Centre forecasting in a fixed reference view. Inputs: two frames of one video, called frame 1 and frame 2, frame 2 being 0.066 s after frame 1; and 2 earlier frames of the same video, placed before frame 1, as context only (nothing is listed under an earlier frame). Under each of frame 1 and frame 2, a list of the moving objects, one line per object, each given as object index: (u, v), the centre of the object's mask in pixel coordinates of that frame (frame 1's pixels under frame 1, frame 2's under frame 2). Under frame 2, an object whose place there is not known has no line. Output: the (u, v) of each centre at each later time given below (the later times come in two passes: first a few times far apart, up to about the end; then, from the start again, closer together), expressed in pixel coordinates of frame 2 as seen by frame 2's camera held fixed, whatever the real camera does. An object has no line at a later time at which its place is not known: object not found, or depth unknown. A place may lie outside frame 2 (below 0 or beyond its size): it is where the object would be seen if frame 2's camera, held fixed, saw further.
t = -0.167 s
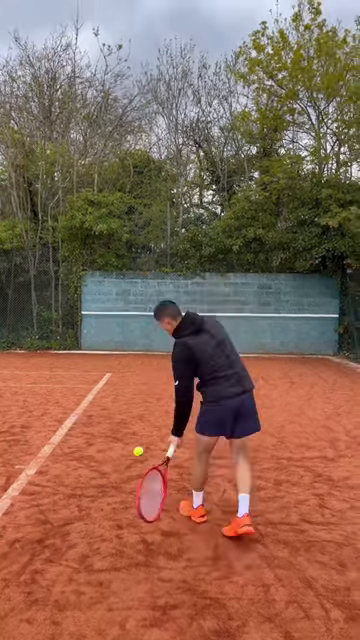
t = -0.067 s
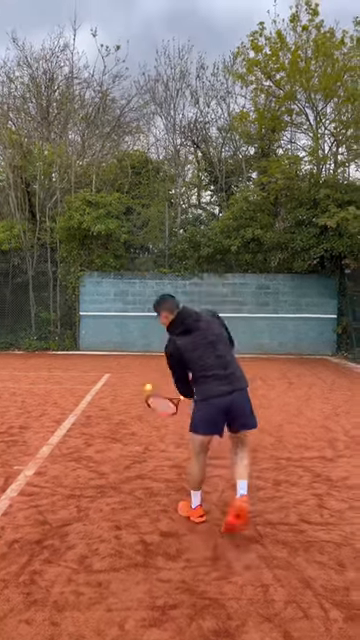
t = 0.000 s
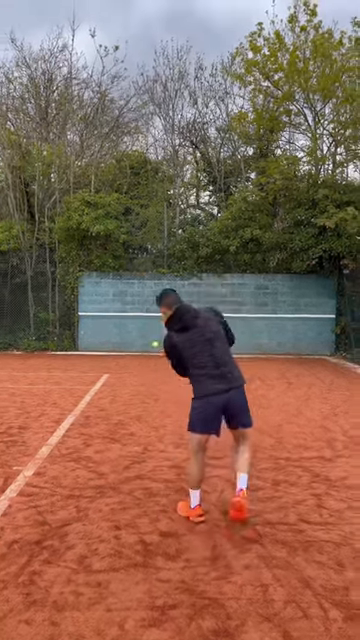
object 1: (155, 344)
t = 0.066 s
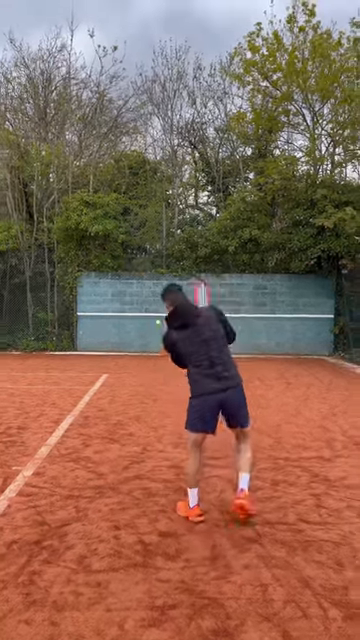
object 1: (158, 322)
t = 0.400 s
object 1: (162, 302)
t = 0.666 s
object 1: (159, 336)
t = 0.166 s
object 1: (161, 307)
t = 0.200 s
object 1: (161, 302)
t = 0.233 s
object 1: (162, 301)
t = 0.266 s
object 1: (163, 300)
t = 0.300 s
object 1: (163, 300)
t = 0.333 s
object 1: (162, 300)
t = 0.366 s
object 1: (162, 300)
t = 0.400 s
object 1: (162, 302)
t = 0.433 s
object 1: (161, 303)
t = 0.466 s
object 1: (161, 306)
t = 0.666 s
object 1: (159, 336)
